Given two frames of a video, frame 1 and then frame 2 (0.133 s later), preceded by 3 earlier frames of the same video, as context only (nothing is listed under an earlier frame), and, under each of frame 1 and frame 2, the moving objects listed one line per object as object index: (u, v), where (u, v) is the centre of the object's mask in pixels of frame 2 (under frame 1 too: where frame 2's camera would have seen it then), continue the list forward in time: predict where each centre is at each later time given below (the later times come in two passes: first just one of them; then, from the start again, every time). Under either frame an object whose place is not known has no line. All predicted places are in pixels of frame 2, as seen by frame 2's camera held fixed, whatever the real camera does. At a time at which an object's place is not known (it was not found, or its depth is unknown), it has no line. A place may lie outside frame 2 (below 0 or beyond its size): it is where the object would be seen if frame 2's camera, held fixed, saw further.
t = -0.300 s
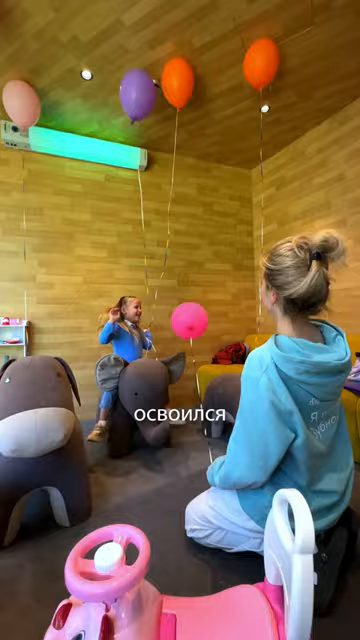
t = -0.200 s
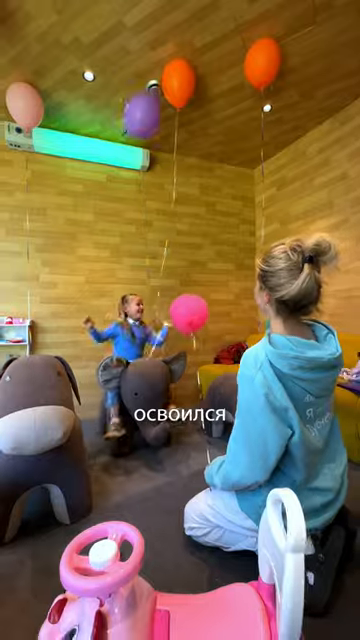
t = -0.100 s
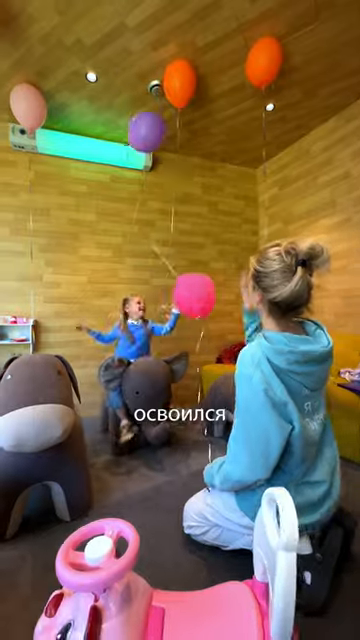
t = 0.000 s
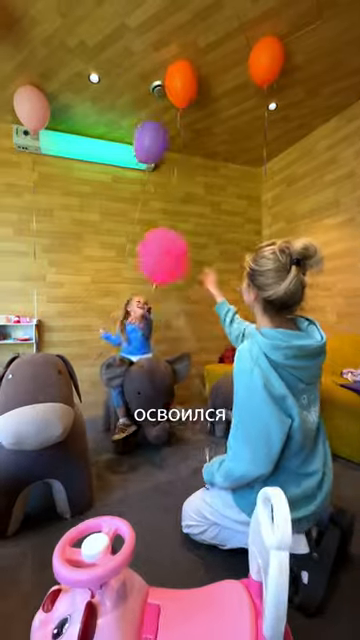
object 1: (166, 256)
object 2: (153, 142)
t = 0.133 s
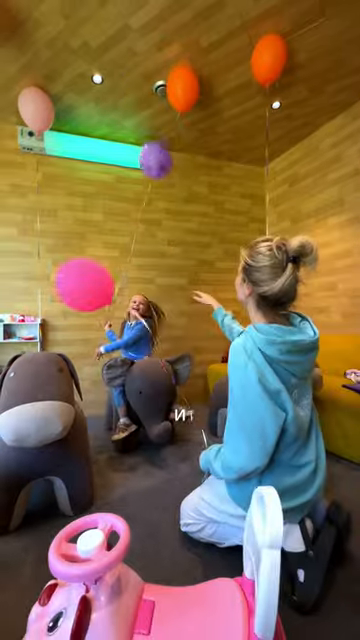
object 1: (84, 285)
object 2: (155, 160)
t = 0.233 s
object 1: (61, 300)
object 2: (156, 173)
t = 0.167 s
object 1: (74, 292)
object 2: (156, 165)
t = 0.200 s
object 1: (66, 297)
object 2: (156, 170)
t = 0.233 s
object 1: (61, 300)
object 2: (156, 173)
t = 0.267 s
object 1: (56, 302)
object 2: (156, 177)
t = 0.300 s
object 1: (51, 302)
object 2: (156, 179)
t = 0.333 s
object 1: (46, 301)
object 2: (155, 181)
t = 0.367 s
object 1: (41, 298)
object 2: (155, 183)
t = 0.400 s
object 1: (37, 295)
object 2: (155, 183)
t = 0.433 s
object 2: (155, 183)
